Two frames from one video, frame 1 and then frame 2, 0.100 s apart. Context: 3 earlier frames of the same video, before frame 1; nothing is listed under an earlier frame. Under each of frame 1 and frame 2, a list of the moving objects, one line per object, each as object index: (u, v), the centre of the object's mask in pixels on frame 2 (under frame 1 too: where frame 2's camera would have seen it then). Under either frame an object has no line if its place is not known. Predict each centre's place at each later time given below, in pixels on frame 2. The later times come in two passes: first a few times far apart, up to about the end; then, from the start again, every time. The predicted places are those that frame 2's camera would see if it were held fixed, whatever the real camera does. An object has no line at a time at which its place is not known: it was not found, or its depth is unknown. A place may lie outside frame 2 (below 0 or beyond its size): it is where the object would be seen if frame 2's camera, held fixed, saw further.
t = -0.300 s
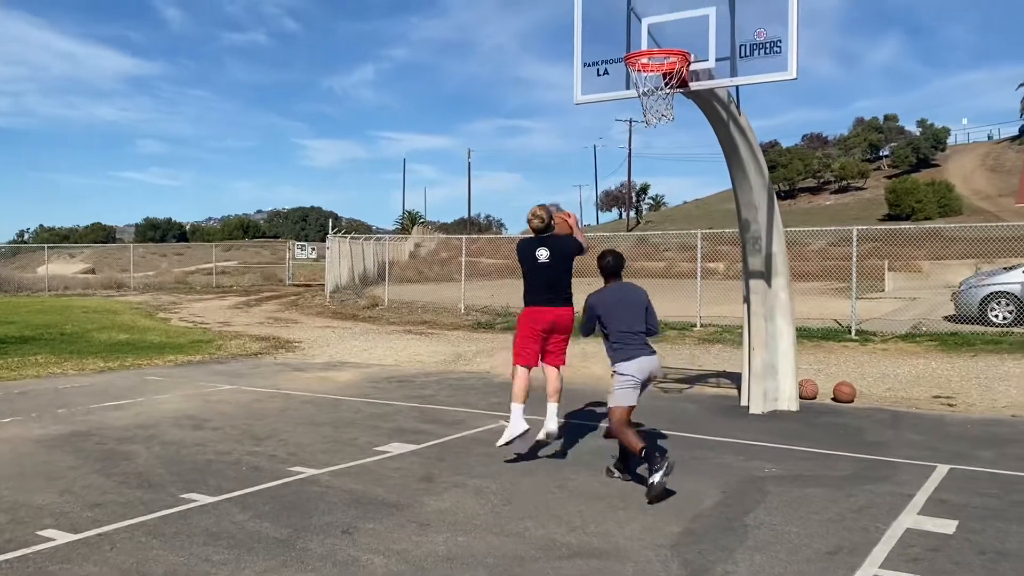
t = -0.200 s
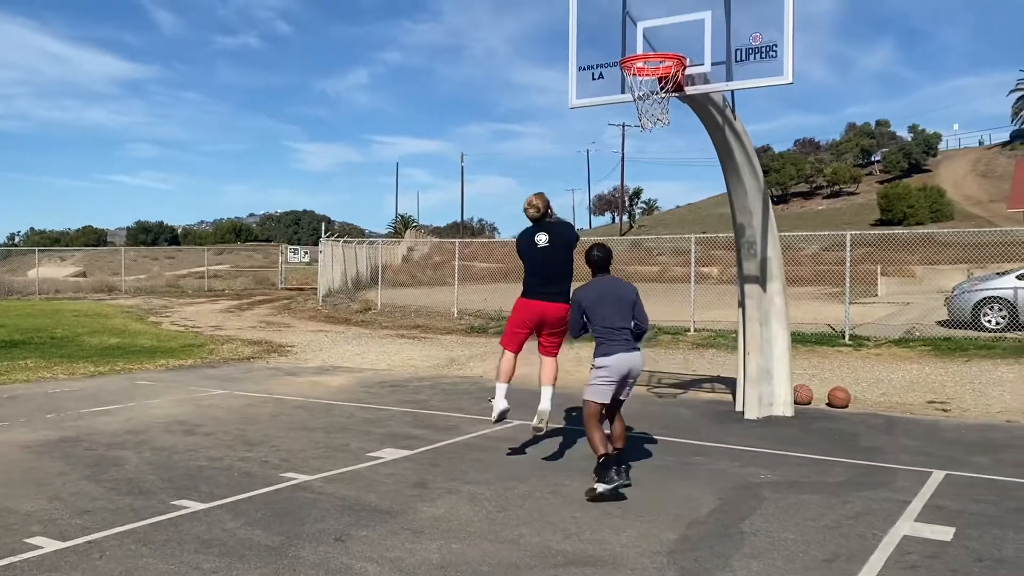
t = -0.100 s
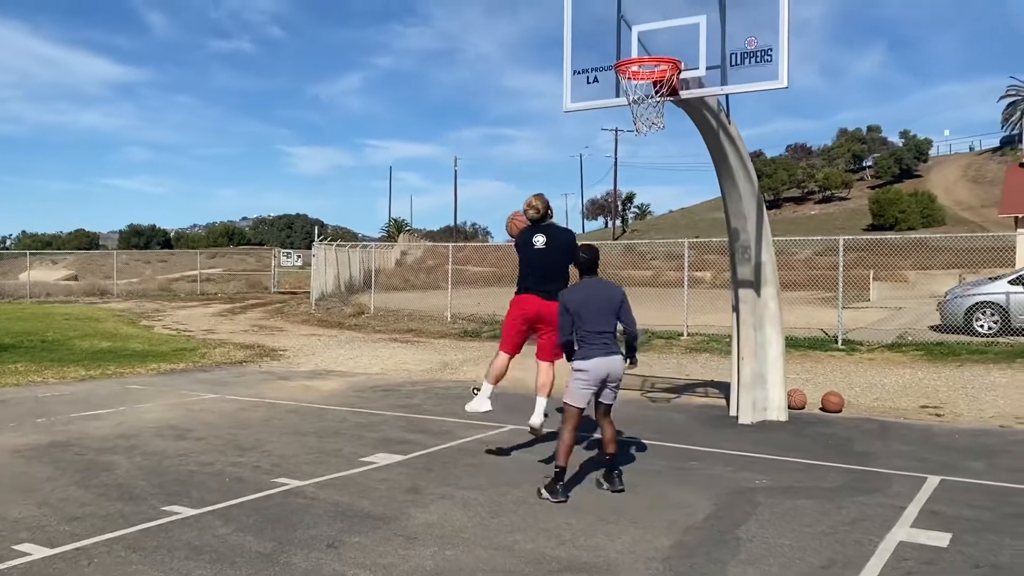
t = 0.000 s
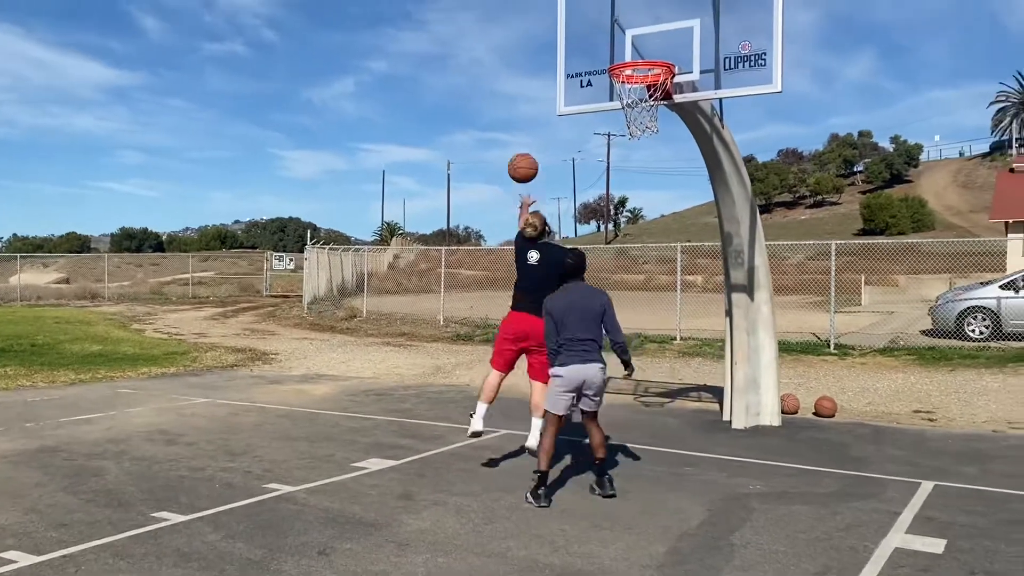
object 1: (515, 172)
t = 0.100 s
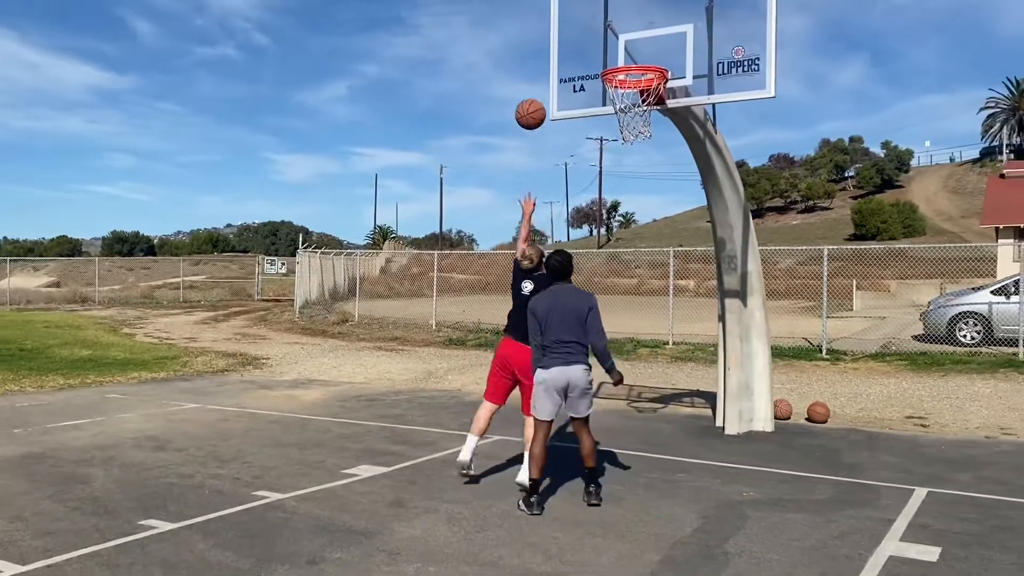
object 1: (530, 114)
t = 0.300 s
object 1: (561, 33)
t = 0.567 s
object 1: (600, 2)
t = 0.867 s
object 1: (651, 87)
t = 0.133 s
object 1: (535, 97)
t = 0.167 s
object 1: (540, 82)
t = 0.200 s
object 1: (545, 68)
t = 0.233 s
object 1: (550, 55)
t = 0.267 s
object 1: (556, 43)
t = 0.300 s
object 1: (561, 33)
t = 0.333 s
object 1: (565, 24)
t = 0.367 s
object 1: (570, 17)
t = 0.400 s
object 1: (575, 12)
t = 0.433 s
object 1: (581, 7)
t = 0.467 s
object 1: (585, 3)
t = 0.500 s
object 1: (590, 1)
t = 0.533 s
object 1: (595, 1)
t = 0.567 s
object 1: (600, 2)
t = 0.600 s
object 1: (605, 4)
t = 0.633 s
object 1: (610, 8)
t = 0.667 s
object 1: (615, 14)
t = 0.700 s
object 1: (620, 21)
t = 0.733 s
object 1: (625, 30)
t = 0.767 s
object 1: (631, 40)
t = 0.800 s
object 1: (636, 50)
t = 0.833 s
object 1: (641, 56)
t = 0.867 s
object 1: (651, 87)
